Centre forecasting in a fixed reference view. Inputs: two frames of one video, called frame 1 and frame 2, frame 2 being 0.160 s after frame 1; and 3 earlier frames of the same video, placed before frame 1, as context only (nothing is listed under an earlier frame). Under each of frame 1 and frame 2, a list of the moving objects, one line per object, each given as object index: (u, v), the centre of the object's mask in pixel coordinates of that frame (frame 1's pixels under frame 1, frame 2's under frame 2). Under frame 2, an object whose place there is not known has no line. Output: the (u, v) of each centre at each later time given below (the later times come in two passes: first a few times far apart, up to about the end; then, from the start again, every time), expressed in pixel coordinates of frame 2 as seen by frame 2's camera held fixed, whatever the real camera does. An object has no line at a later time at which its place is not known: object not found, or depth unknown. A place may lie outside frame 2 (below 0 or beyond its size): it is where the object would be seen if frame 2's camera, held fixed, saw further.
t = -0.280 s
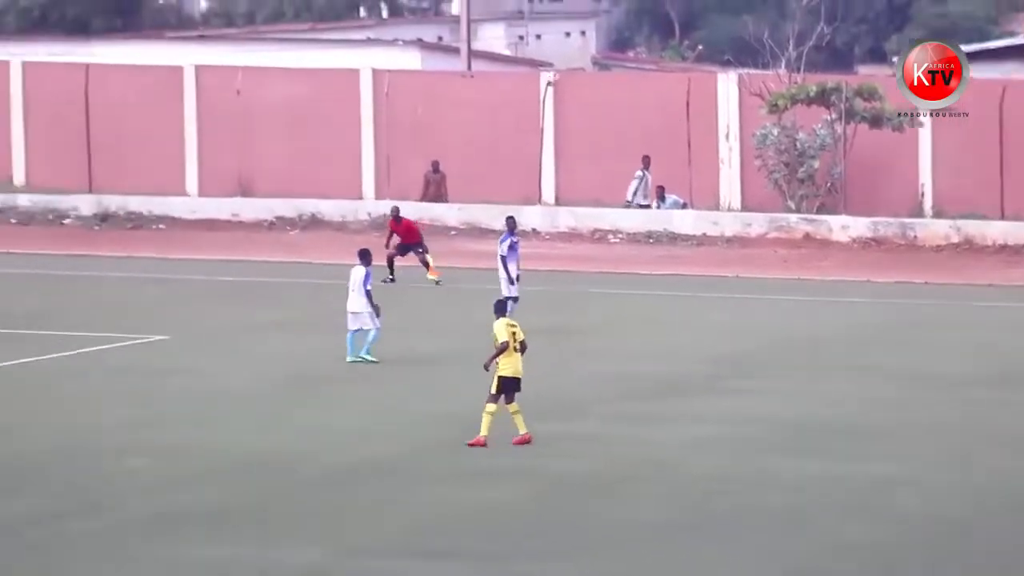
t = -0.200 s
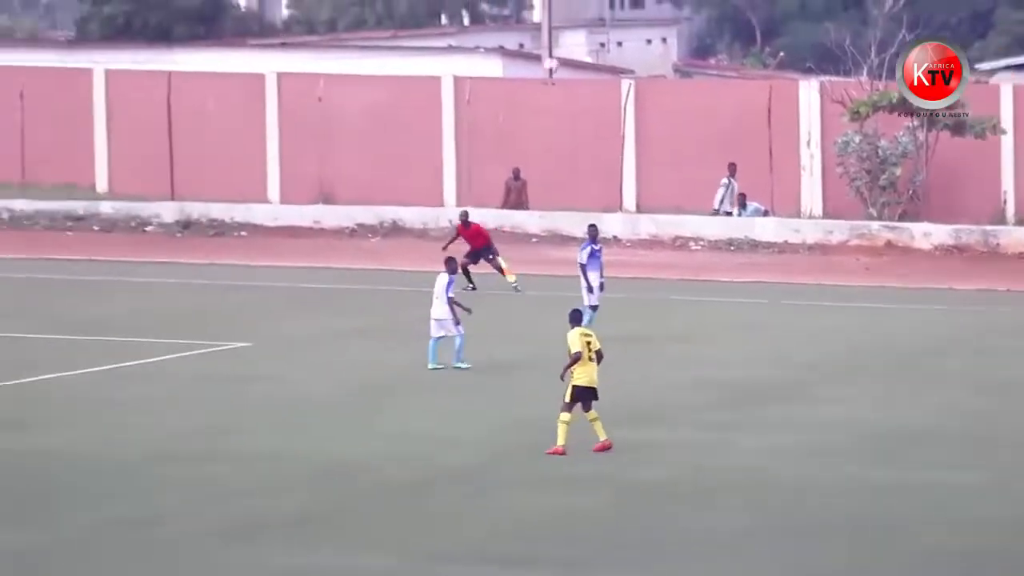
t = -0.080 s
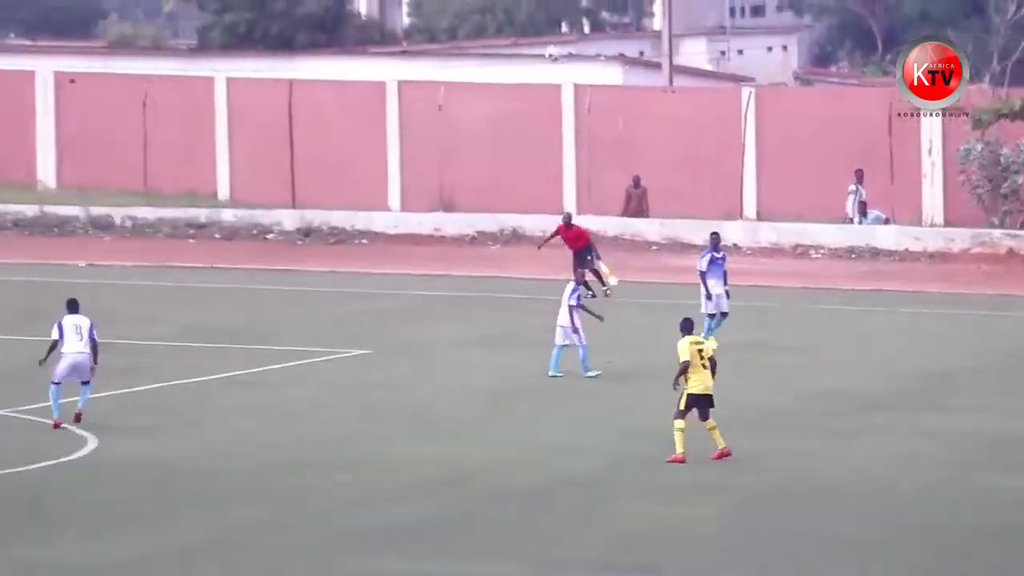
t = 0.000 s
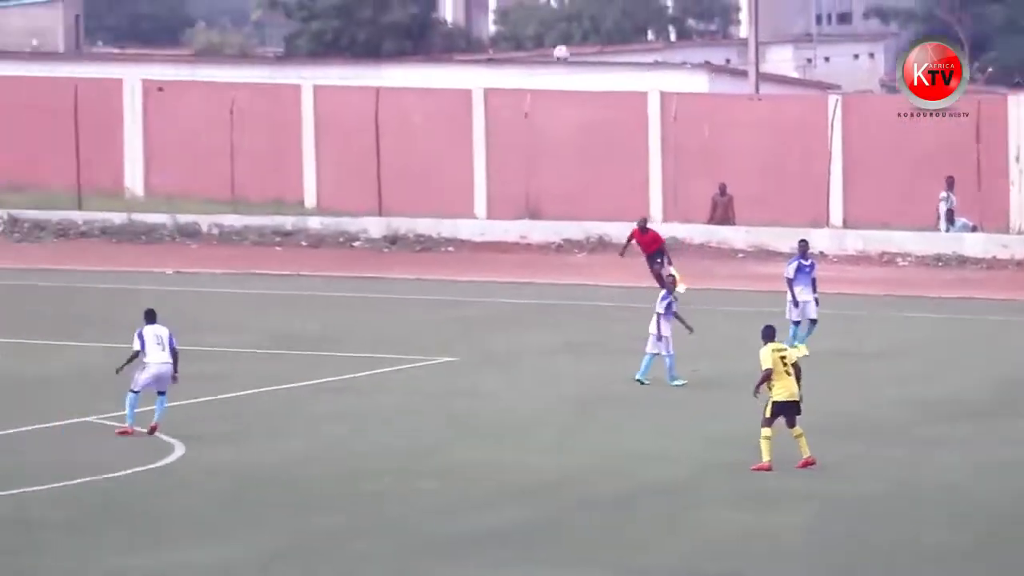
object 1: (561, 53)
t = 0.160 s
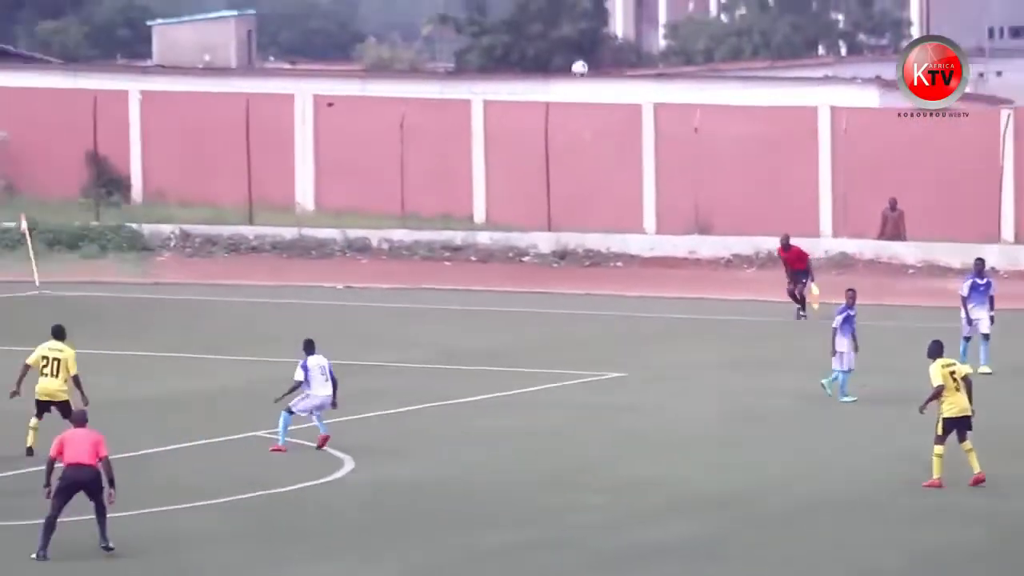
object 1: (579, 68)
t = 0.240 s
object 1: (505, 77)
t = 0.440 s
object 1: (323, 123)
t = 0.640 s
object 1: (142, 207)
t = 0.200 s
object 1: (542, 72)
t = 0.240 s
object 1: (505, 77)
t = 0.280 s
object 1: (467, 84)
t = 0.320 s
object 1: (433, 93)
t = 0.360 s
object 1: (394, 102)
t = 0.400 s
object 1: (359, 110)
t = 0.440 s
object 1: (323, 123)
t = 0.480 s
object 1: (287, 136)
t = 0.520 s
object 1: (251, 152)
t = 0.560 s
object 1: (216, 169)
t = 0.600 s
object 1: (179, 188)
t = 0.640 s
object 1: (142, 207)
